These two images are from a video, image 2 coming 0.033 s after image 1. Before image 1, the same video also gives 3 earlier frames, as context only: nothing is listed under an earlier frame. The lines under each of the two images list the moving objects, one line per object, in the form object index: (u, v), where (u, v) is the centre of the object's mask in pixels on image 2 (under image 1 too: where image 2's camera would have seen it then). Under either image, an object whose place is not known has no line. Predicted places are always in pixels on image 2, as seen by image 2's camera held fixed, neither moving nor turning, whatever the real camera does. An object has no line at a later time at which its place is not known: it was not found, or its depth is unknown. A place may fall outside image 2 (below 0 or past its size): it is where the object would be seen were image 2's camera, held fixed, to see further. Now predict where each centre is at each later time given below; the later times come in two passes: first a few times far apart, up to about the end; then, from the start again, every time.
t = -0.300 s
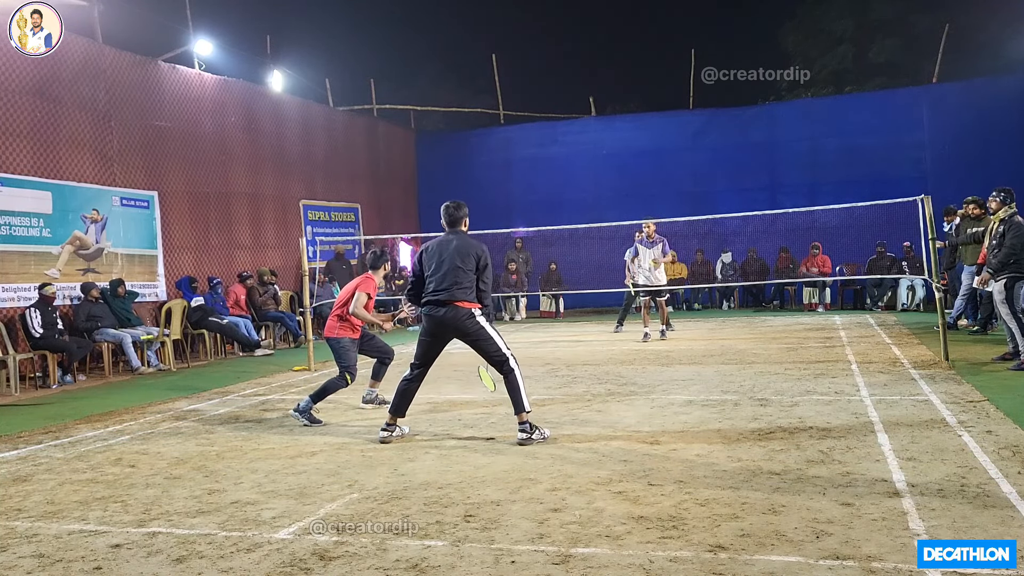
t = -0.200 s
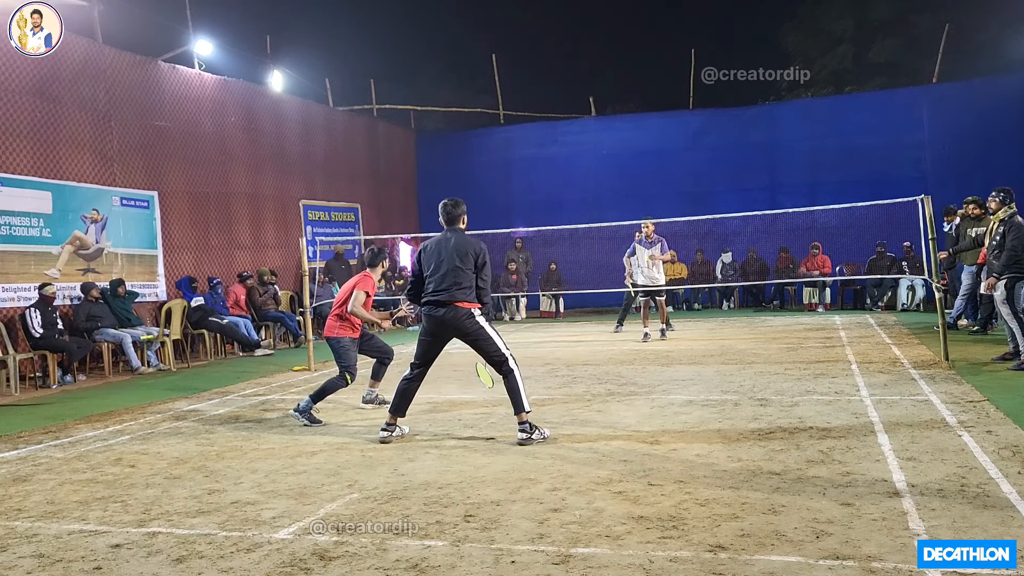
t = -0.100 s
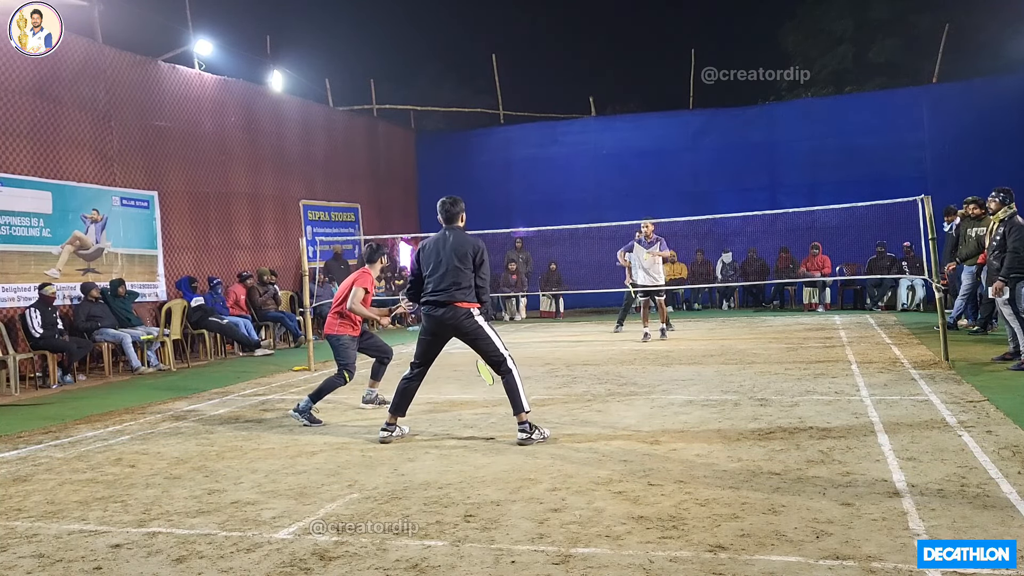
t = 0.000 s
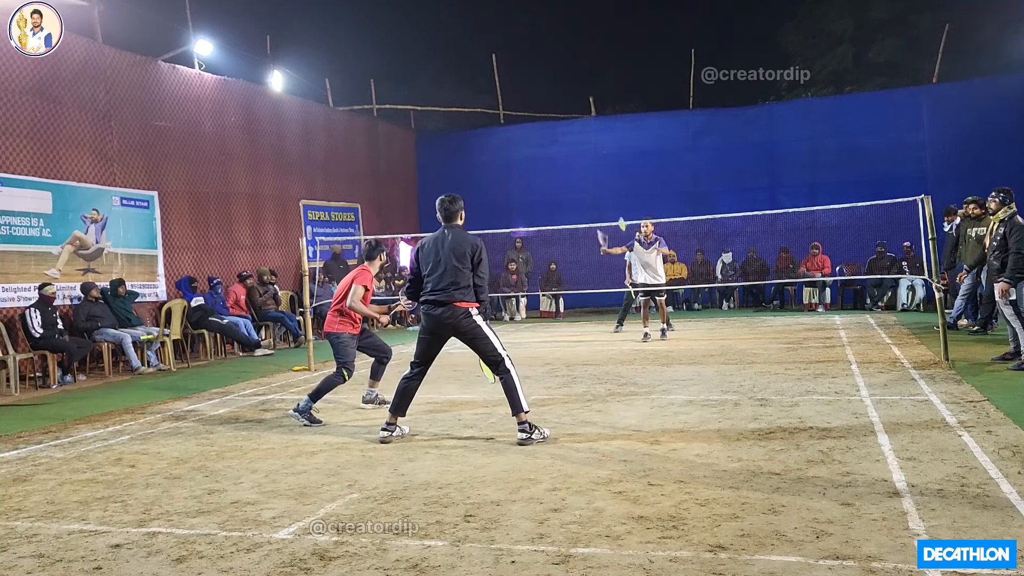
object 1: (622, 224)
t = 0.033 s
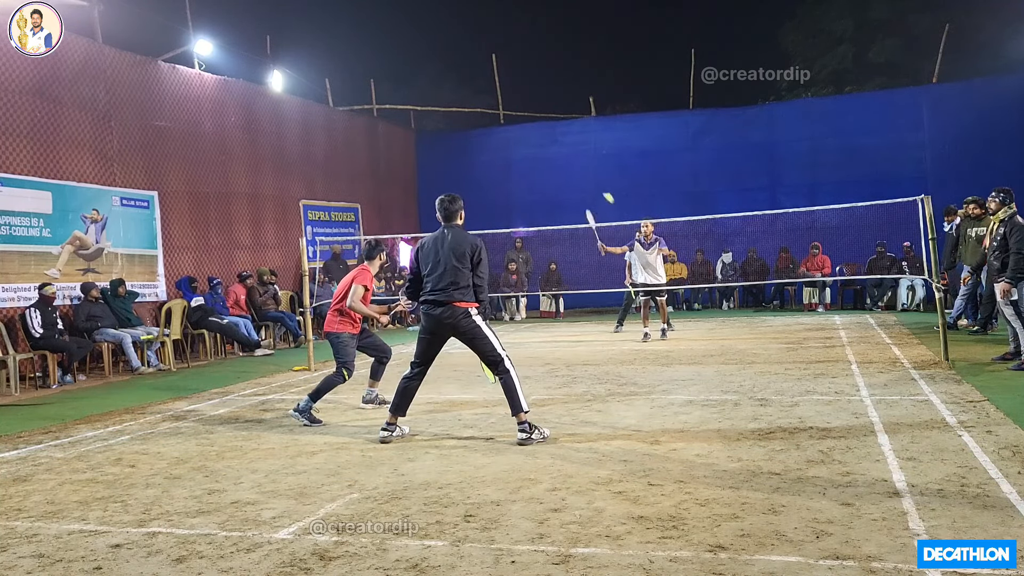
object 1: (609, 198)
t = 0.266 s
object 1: (509, 78)
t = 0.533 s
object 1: (411, 22)
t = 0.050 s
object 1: (599, 187)
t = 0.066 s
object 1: (591, 177)
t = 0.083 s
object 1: (583, 167)
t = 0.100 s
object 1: (577, 157)
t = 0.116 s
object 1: (570, 147)
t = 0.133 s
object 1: (562, 138)
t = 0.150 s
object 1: (555, 129)
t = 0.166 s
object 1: (548, 121)
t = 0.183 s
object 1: (541, 113)
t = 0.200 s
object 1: (535, 105)
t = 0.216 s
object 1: (528, 98)
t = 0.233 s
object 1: (522, 91)
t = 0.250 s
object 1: (515, 84)
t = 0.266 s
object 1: (509, 78)
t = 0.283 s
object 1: (502, 72)
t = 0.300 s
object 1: (496, 67)
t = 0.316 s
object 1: (490, 61)
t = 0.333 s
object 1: (484, 56)
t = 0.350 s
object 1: (478, 52)
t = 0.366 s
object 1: (472, 47)
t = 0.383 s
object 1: (465, 43)
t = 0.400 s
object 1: (459, 40)
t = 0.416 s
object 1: (453, 36)
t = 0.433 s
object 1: (447, 33)
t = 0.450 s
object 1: (441, 30)
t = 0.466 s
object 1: (435, 28)
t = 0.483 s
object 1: (429, 26)
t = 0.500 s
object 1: (423, 24)
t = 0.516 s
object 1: (417, 23)
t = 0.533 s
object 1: (411, 22)
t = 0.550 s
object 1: (405, 22)
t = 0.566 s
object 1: (399, 21)
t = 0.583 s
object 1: (393, 21)
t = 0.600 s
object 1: (388, 22)
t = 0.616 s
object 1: (382, 23)
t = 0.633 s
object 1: (376, 24)
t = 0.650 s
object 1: (370, 25)
